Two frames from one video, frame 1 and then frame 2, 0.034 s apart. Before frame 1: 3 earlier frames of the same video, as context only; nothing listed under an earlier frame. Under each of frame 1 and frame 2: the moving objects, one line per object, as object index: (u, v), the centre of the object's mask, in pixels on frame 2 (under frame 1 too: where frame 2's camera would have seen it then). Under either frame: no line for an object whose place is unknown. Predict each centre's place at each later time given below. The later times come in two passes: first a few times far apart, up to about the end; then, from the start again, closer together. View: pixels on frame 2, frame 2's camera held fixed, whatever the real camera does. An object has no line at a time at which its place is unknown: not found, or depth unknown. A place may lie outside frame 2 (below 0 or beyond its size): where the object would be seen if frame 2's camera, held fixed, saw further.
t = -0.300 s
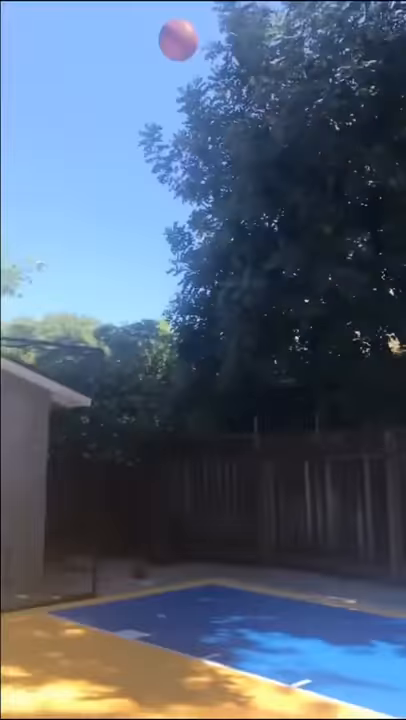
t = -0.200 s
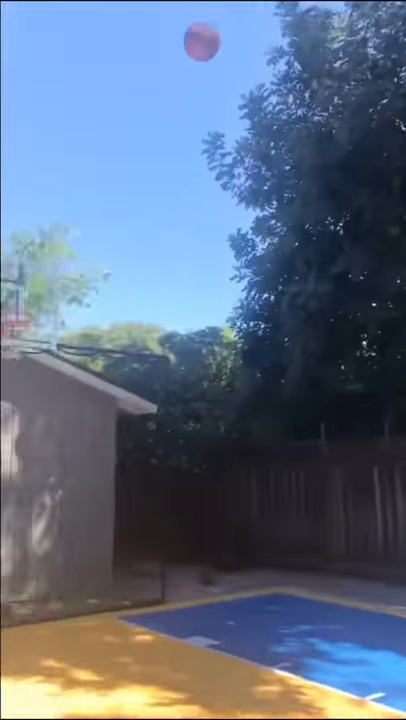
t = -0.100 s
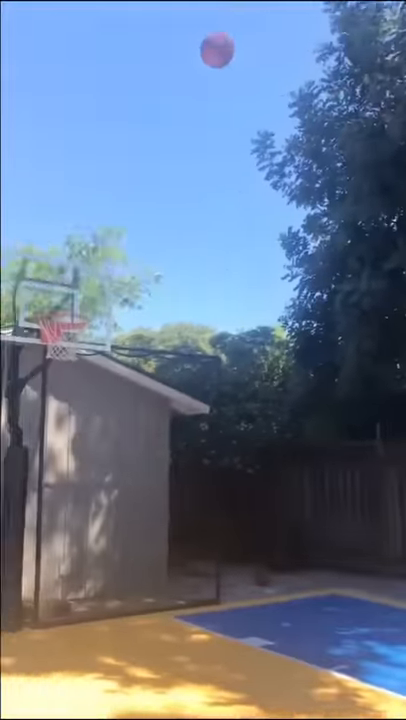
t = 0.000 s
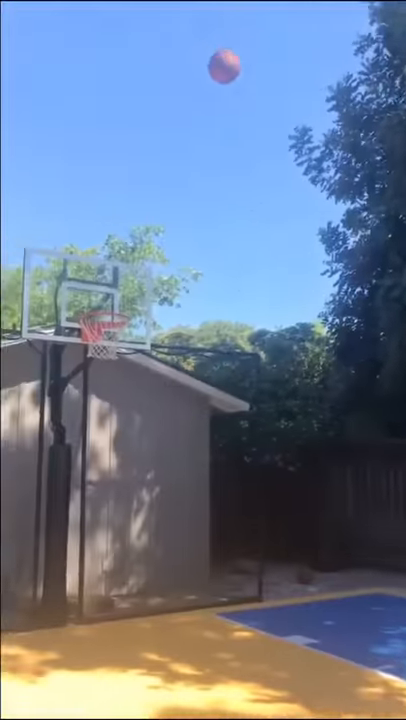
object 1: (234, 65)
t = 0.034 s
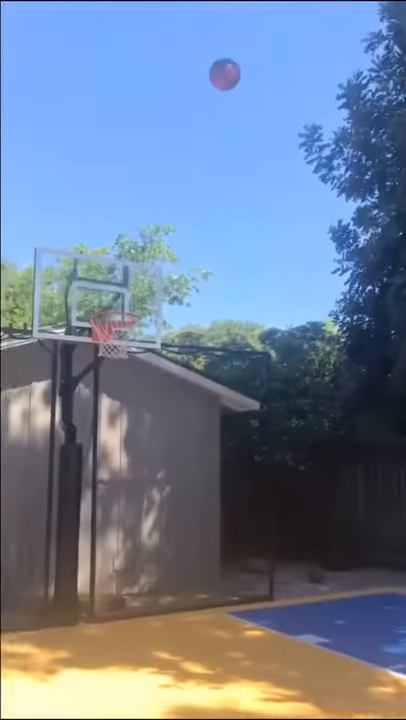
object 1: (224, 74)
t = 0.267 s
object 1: (170, 161)
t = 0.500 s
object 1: (127, 281)
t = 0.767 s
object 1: (99, 351)
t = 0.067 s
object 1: (215, 84)
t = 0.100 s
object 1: (207, 95)
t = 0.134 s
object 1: (199, 107)
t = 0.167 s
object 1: (191, 119)
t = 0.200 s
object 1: (184, 132)
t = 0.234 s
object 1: (177, 146)
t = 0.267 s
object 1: (170, 161)
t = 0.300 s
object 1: (163, 177)
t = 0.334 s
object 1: (156, 192)
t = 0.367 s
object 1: (150, 209)
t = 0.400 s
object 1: (145, 226)
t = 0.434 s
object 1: (138, 245)
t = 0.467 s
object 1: (132, 263)
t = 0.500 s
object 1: (127, 281)
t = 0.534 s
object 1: (121, 301)
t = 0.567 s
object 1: (119, 321)
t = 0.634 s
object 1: (113, 328)
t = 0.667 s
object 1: (105, 342)
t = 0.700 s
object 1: (101, 352)
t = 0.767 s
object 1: (99, 351)
